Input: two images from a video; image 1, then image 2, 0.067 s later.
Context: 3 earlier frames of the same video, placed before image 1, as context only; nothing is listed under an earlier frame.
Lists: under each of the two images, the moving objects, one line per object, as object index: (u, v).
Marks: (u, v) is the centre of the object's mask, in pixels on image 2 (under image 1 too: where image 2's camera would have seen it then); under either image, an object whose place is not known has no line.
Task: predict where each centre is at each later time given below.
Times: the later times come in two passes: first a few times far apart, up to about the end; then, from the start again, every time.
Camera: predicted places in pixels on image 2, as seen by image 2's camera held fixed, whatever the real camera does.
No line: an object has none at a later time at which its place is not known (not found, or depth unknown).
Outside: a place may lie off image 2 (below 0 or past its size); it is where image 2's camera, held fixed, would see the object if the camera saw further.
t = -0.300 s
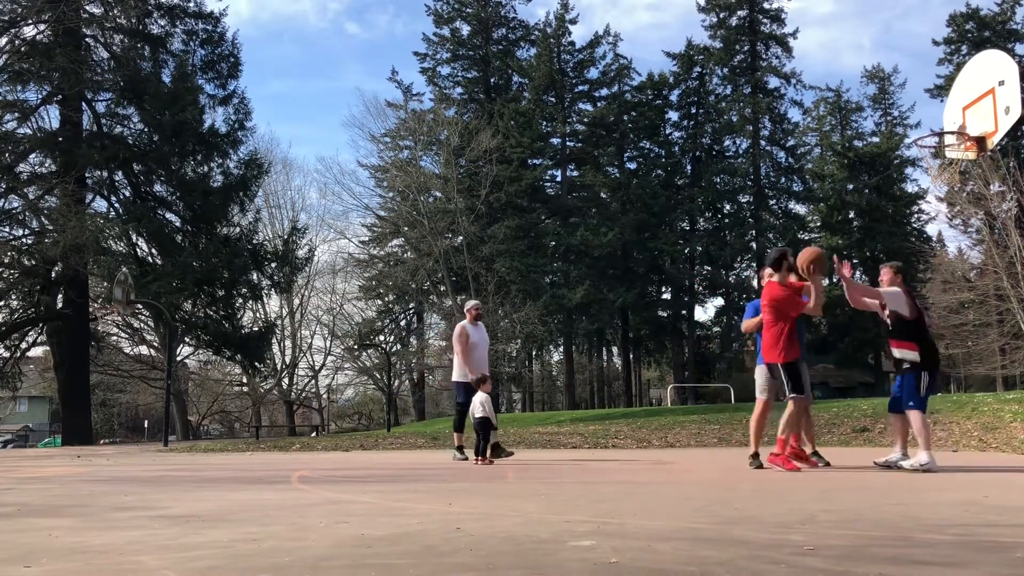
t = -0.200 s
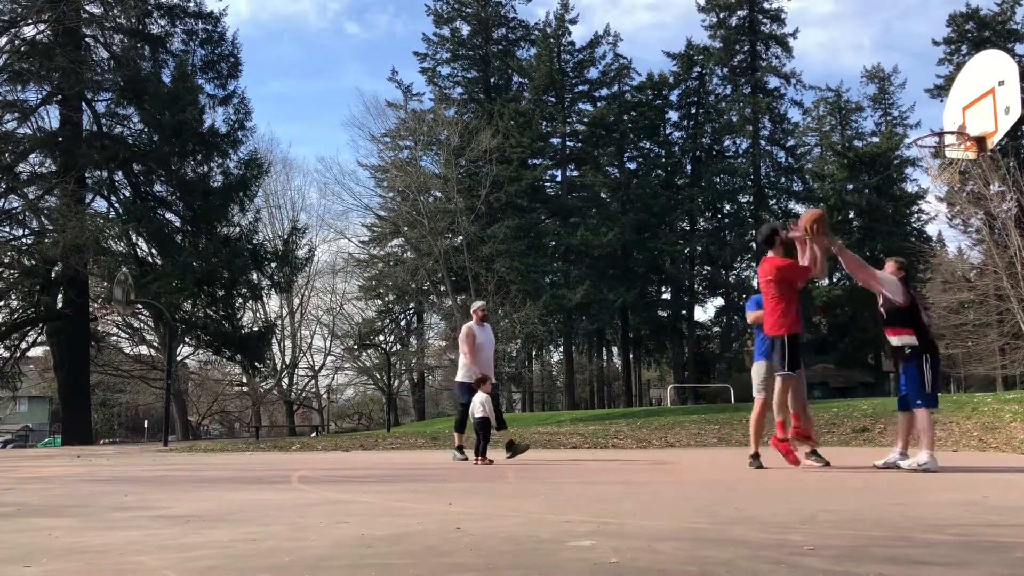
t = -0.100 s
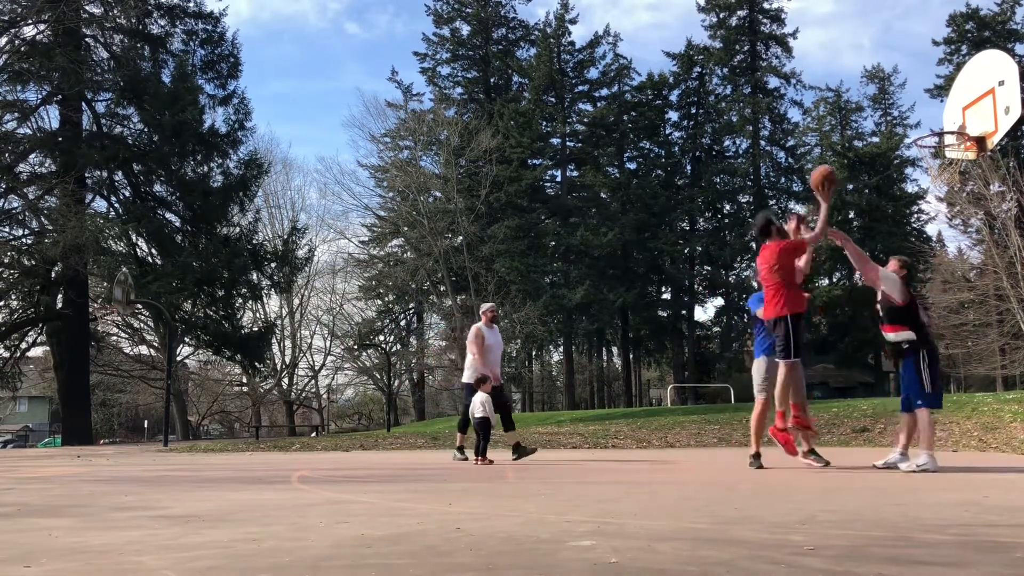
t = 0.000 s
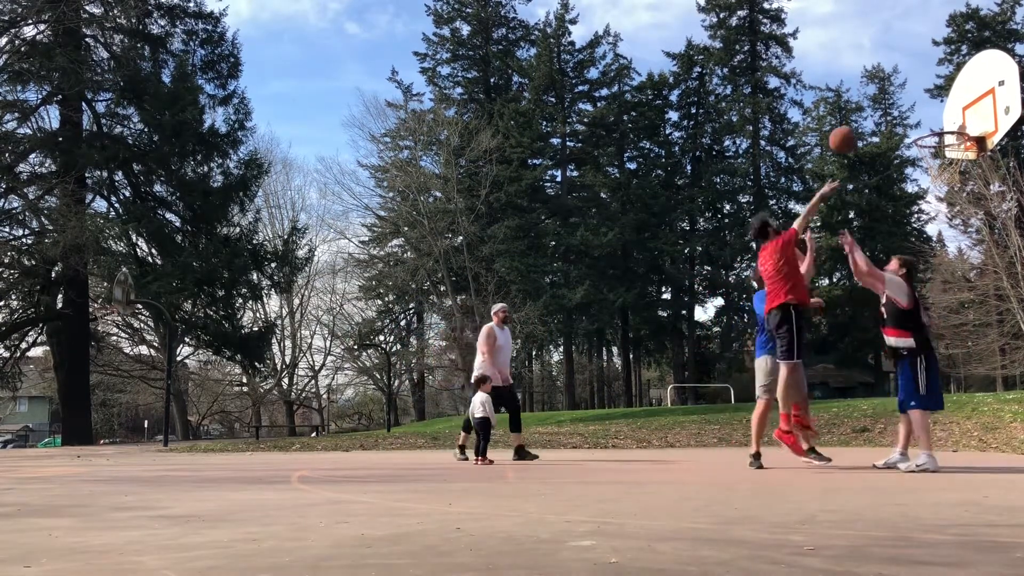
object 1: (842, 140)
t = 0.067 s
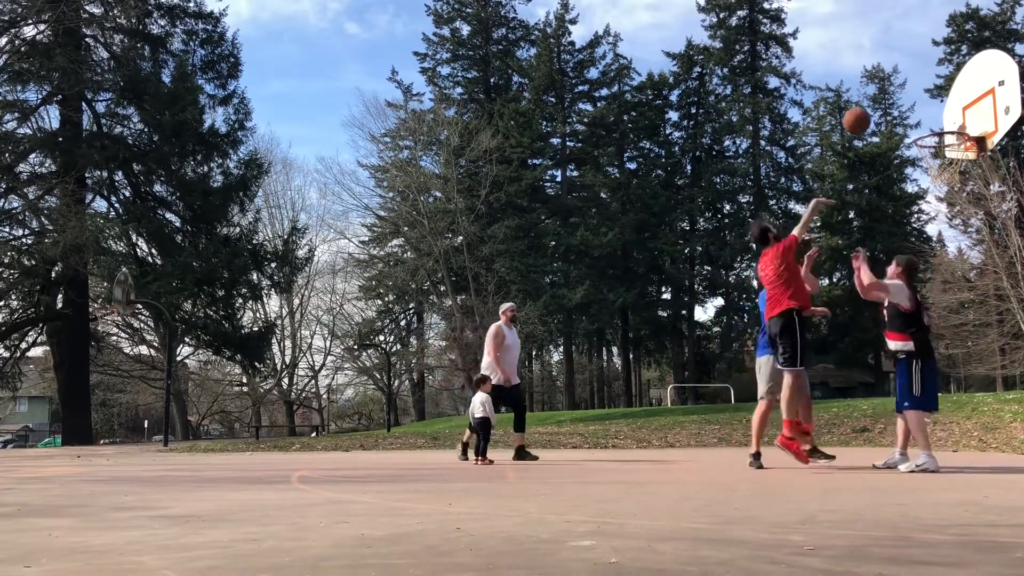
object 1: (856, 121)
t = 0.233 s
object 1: (888, 96)
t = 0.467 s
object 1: (932, 109)
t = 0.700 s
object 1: (957, 110)
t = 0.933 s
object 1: (939, 111)
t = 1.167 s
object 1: (928, 122)
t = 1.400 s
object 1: (926, 124)
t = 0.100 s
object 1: (863, 114)
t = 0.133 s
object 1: (869, 107)
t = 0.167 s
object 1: (875, 103)
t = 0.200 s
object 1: (882, 98)
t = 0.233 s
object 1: (888, 96)
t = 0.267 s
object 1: (895, 95)
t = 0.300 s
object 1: (901, 94)
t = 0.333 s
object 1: (908, 95)
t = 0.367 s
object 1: (913, 97)
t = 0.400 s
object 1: (920, 100)
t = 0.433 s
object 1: (926, 104)
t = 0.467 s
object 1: (932, 109)
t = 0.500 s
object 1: (938, 115)
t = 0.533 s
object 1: (944, 122)
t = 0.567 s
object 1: (952, 126)
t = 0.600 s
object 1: (953, 124)
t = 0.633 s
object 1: (955, 120)
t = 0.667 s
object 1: (955, 114)
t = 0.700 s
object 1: (957, 110)
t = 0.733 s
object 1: (955, 107)
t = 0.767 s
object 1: (951, 105)
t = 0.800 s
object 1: (949, 104)
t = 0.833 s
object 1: (946, 104)
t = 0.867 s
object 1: (944, 105)
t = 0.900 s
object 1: (941, 107)
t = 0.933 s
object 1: (939, 111)
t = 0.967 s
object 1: (937, 115)
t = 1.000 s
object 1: (934, 120)
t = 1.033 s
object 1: (932, 125)
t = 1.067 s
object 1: (929, 132)
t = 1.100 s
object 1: (930, 130)
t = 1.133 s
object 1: (929, 124)
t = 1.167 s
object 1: (928, 122)
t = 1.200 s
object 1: (928, 120)
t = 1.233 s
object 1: (927, 118)
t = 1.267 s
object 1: (927, 117)
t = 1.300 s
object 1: (927, 117)
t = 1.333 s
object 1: (927, 119)
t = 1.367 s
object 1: (927, 121)
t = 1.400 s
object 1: (926, 124)
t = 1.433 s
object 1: (926, 127)
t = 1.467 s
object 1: (926, 129)
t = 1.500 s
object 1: (926, 141)
